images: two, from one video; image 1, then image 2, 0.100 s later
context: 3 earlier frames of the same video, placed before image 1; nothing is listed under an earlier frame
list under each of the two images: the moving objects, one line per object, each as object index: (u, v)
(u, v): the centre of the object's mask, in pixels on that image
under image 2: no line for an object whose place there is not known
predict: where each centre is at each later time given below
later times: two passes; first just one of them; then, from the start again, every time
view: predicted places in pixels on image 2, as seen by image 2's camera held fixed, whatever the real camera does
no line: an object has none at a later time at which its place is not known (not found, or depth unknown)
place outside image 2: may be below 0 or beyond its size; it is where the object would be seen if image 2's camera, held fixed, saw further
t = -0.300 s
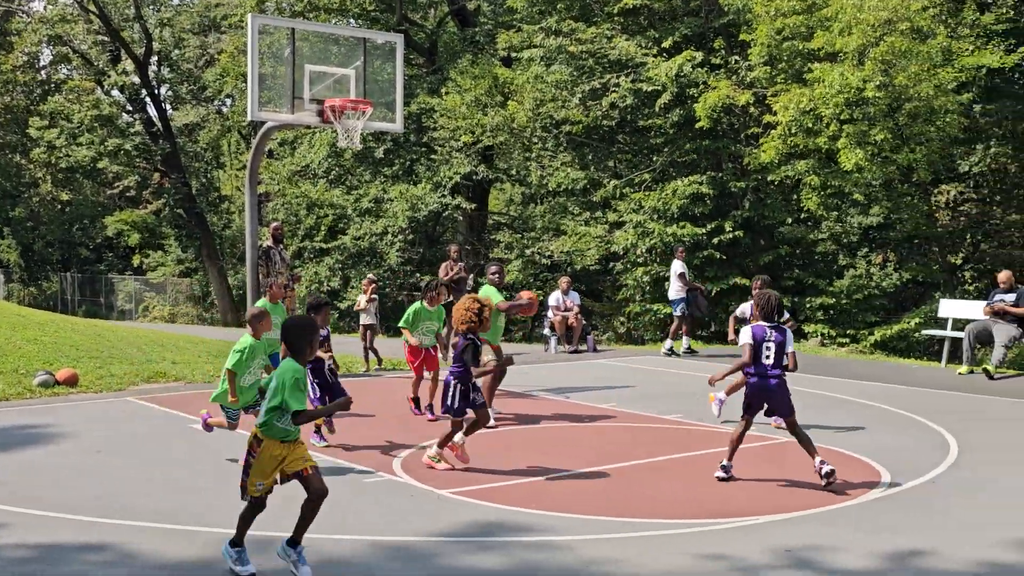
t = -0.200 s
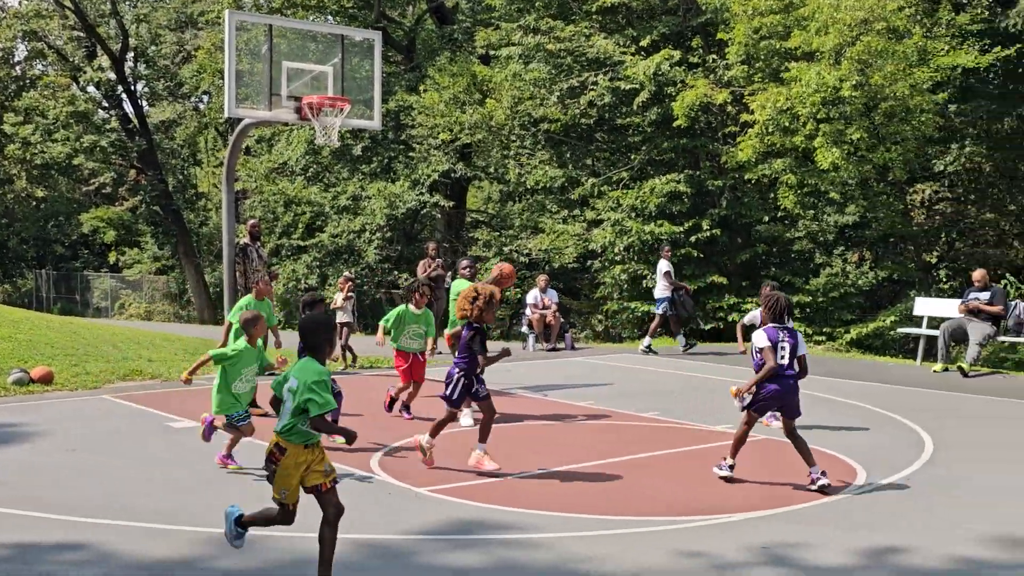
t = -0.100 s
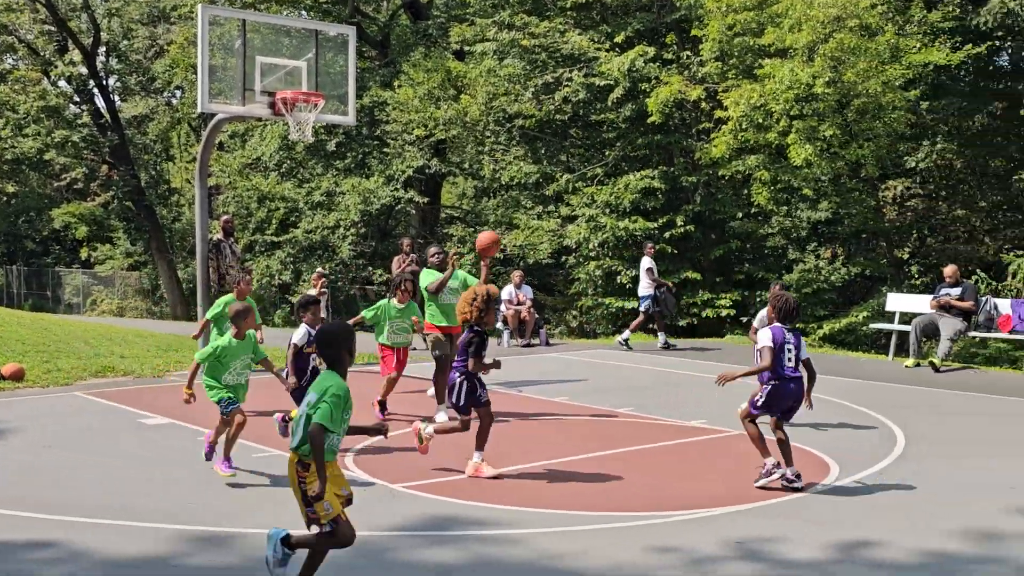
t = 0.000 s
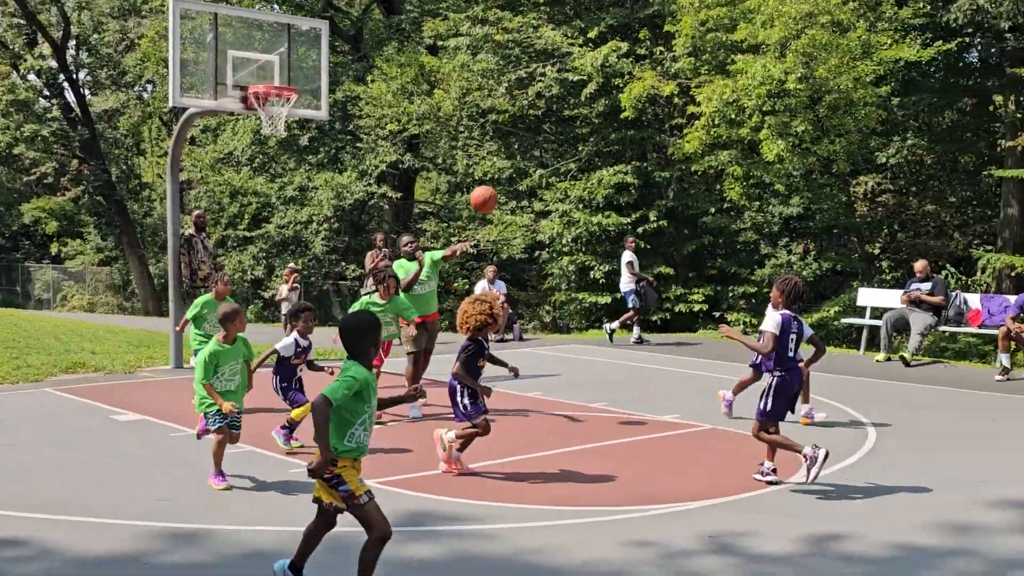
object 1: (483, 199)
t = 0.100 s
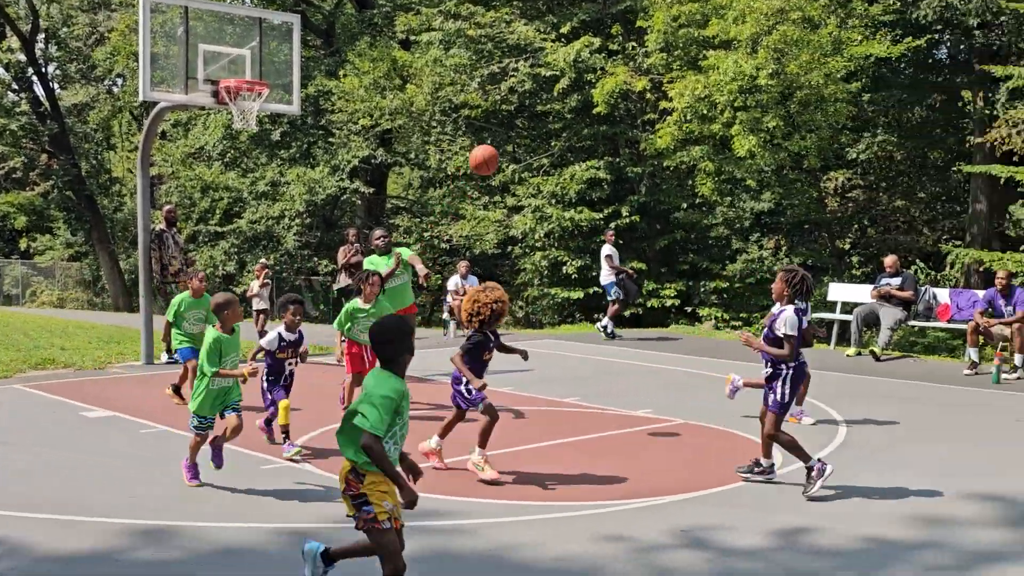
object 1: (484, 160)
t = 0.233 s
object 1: (528, 124)
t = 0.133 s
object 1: (494, 150)
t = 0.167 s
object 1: (505, 140)
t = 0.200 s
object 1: (515, 132)
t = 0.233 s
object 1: (528, 124)
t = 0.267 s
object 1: (540, 118)
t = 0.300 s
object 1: (554, 112)
